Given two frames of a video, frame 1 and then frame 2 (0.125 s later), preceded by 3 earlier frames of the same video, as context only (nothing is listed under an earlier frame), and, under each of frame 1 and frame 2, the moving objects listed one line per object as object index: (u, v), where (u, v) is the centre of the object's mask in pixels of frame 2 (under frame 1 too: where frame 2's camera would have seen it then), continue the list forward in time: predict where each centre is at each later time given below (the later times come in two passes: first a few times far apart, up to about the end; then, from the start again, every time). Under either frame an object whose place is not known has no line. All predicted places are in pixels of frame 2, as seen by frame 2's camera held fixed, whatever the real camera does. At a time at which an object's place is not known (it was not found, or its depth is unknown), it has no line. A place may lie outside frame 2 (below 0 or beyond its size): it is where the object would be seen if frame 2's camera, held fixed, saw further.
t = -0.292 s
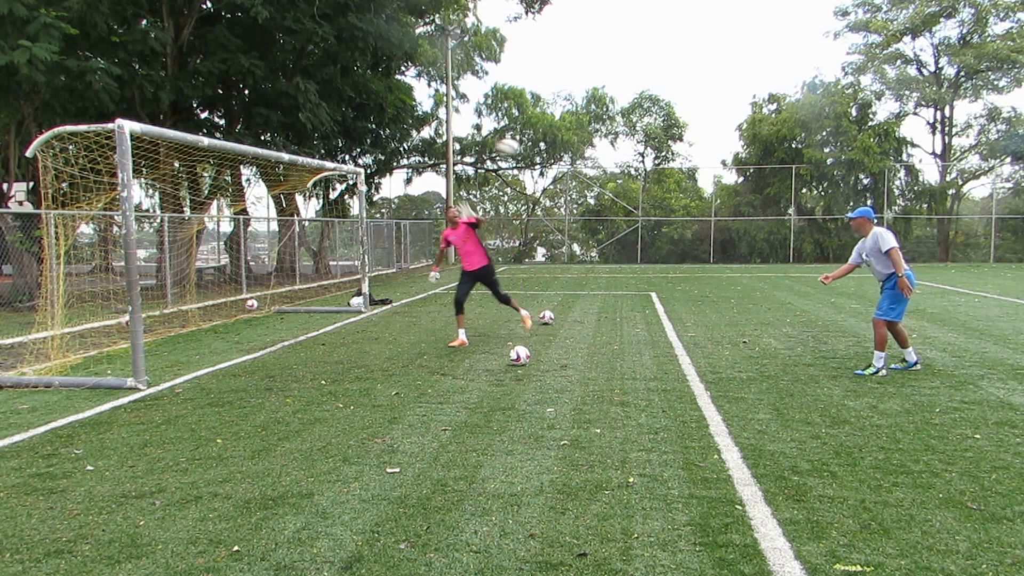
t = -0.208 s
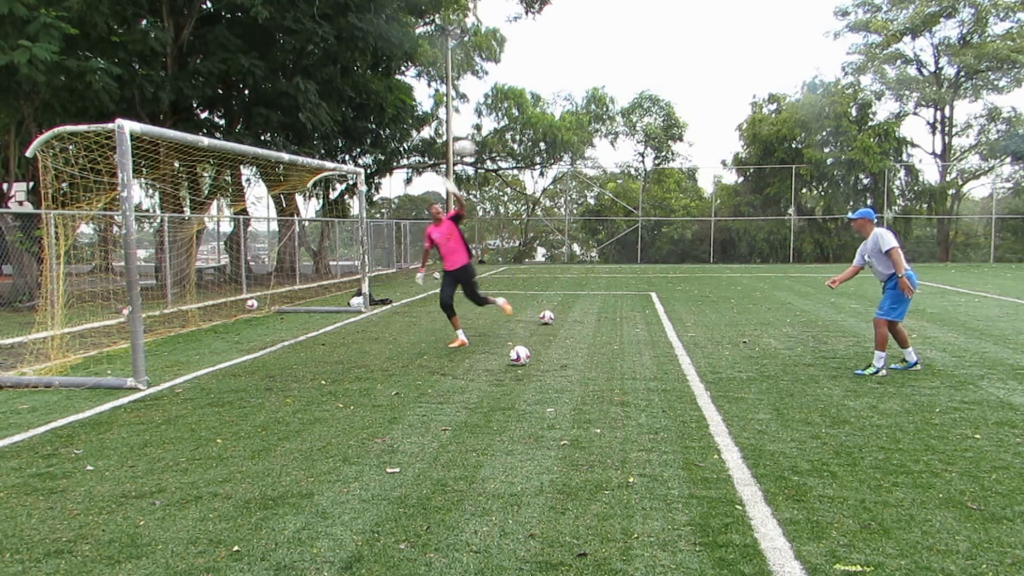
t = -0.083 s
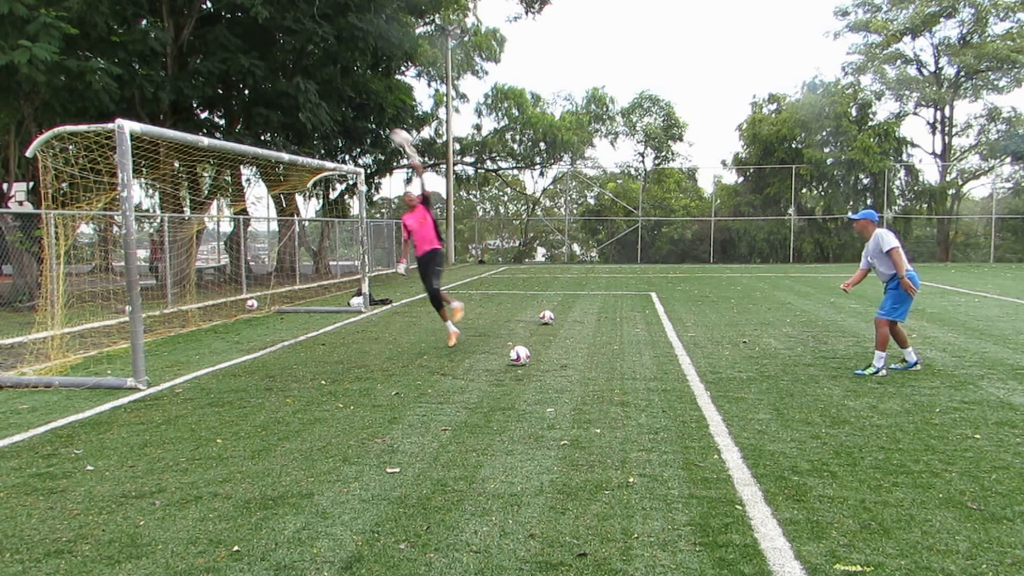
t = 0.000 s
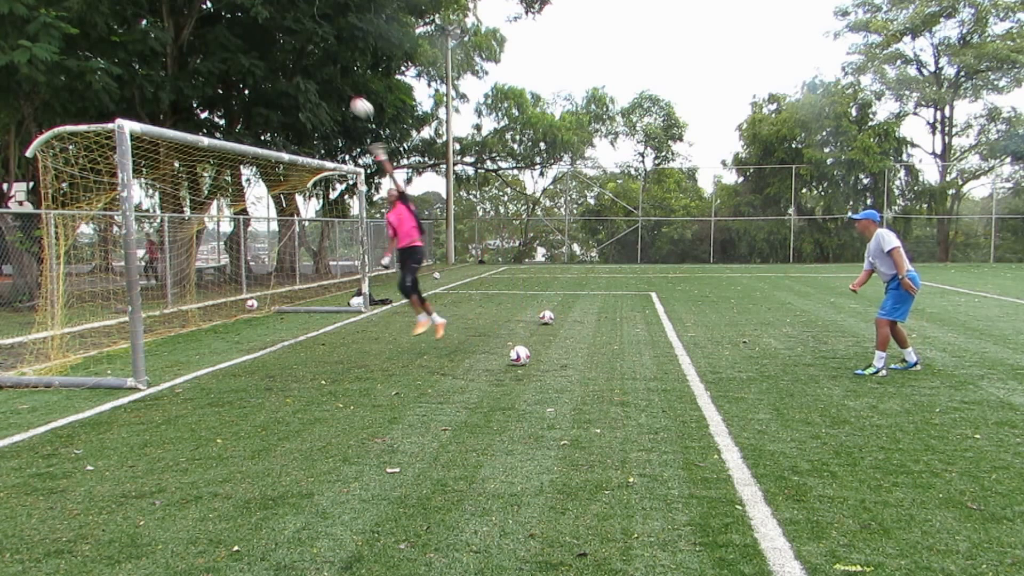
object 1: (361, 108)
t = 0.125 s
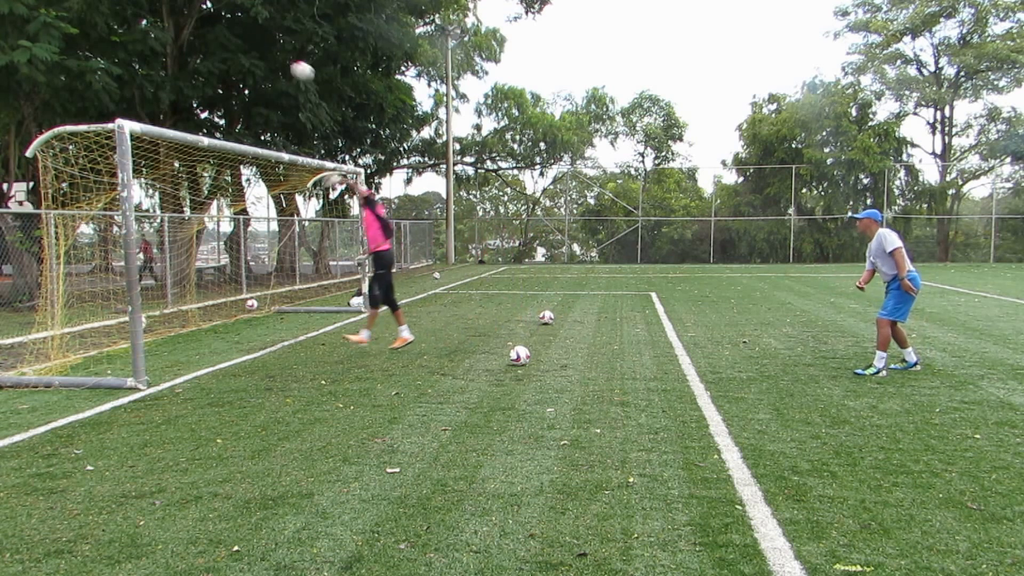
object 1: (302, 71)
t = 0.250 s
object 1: (244, 47)
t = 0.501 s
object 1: (132, 37)
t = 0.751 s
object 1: (27, 76)
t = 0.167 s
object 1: (283, 62)
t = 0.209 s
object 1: (263, 54)
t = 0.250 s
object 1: (244, 47)
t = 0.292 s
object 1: (225, 42)
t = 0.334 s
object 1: (206, 39)
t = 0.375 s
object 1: (187, 36)
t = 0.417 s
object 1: (169, 35)
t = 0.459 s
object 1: (150, 35)
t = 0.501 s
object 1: (132, 37)
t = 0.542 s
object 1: (114, 41)
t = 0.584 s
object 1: (96, 45)
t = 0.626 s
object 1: (79, 51)
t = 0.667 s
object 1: (62, 58)
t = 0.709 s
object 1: (44, 67)
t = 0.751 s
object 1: (27, 76)
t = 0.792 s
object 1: (11, 87)
